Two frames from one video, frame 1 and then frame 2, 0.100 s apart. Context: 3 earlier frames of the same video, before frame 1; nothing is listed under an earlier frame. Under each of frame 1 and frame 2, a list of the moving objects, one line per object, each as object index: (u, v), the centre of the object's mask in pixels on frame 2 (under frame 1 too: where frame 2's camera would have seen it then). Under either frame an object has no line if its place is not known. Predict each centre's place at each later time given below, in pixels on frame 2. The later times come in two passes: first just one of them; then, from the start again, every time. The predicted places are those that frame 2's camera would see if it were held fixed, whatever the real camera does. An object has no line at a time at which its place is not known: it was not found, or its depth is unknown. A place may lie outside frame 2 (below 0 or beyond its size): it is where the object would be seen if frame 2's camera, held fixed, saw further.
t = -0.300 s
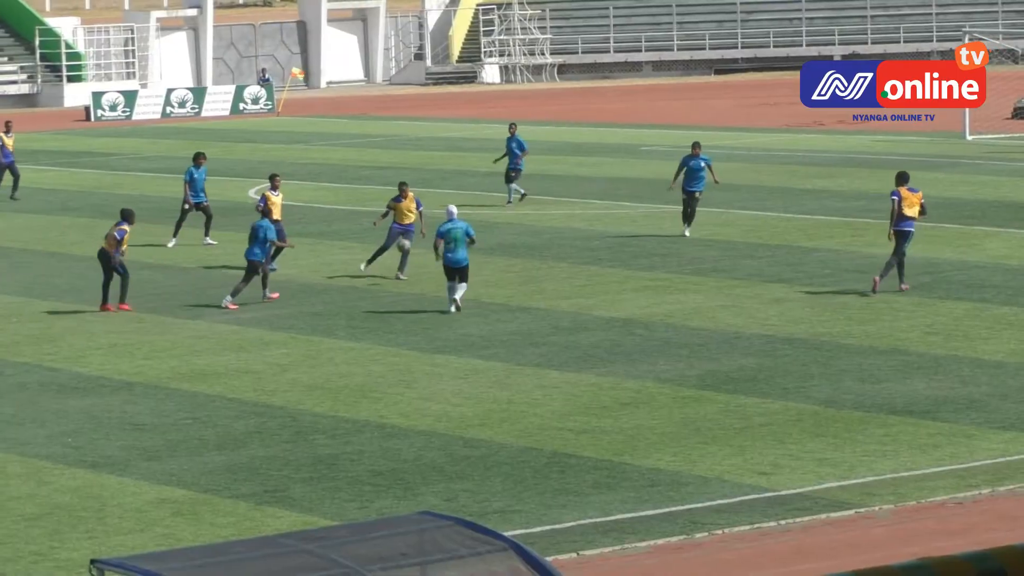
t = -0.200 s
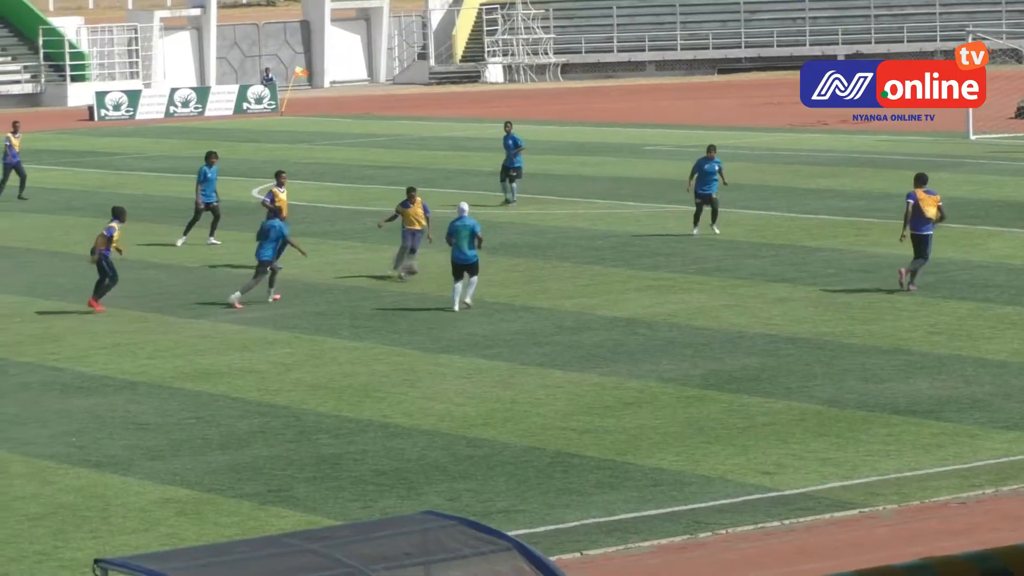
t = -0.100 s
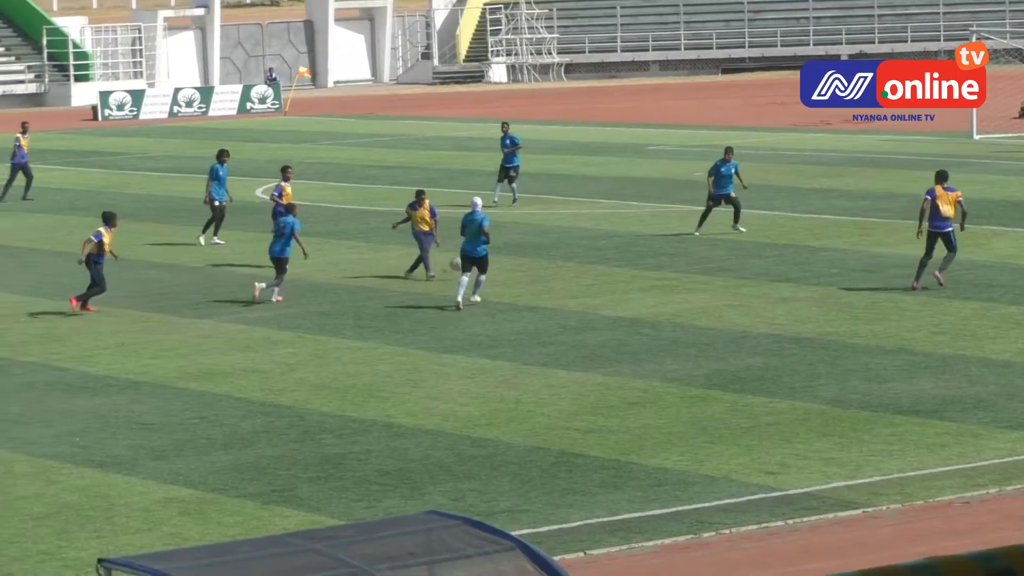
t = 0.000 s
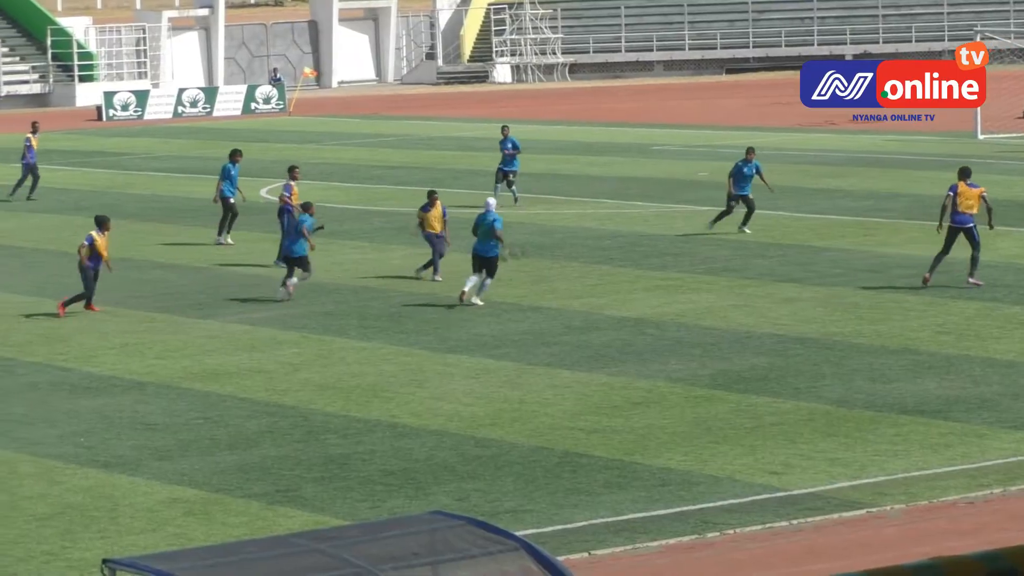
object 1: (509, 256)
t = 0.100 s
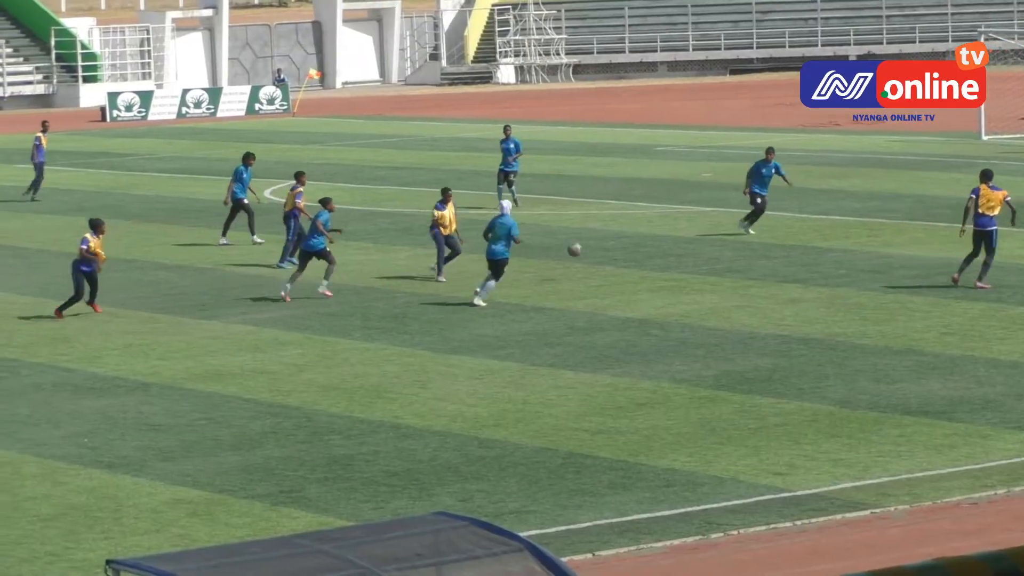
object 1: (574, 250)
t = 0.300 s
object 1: (684, 262)
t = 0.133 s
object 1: (597, 250)
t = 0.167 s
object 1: (607, 250)
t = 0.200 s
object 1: (629, 253)
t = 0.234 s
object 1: (651, 256)
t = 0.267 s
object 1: (662, 258)
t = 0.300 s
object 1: (684, 262)
